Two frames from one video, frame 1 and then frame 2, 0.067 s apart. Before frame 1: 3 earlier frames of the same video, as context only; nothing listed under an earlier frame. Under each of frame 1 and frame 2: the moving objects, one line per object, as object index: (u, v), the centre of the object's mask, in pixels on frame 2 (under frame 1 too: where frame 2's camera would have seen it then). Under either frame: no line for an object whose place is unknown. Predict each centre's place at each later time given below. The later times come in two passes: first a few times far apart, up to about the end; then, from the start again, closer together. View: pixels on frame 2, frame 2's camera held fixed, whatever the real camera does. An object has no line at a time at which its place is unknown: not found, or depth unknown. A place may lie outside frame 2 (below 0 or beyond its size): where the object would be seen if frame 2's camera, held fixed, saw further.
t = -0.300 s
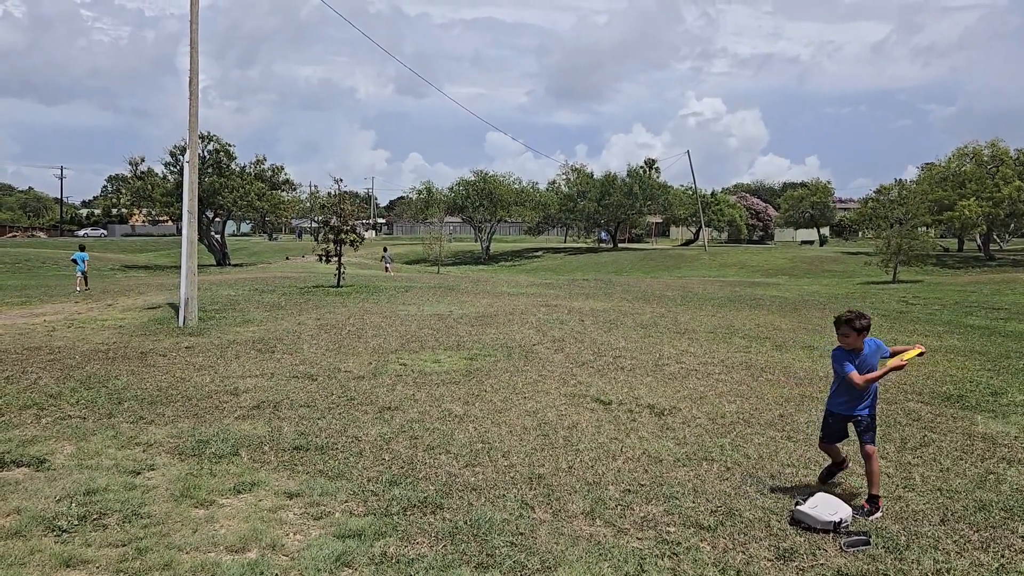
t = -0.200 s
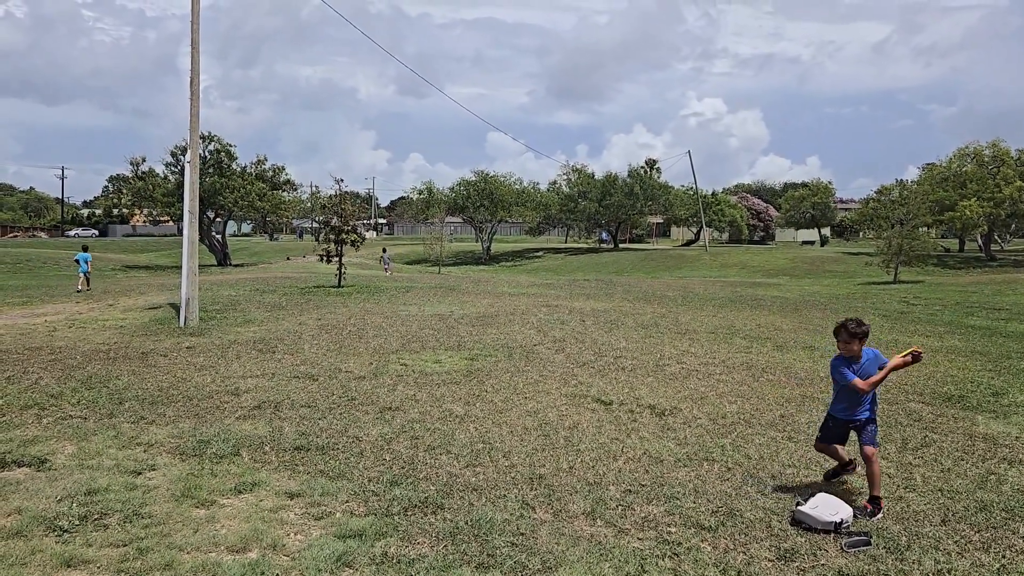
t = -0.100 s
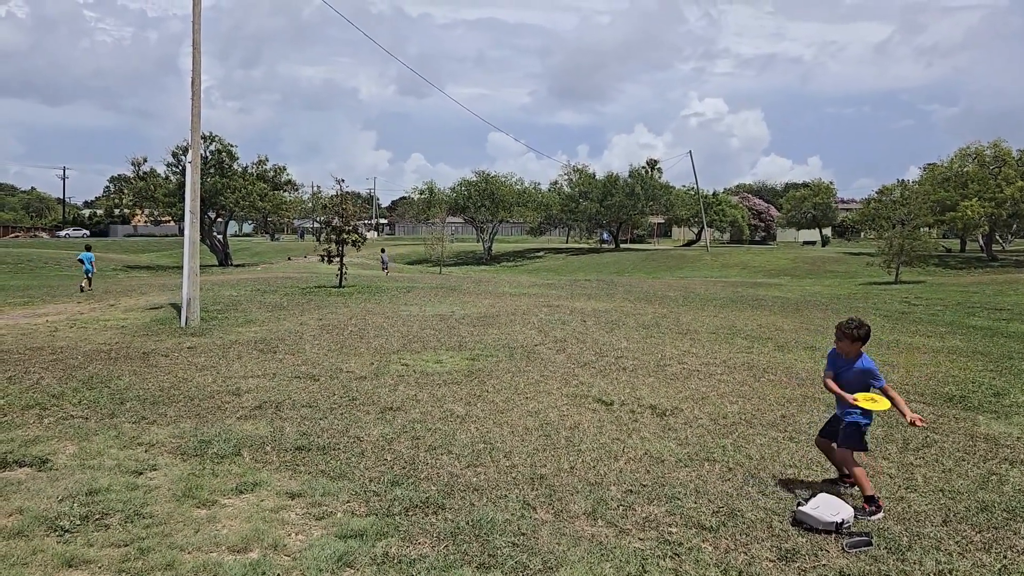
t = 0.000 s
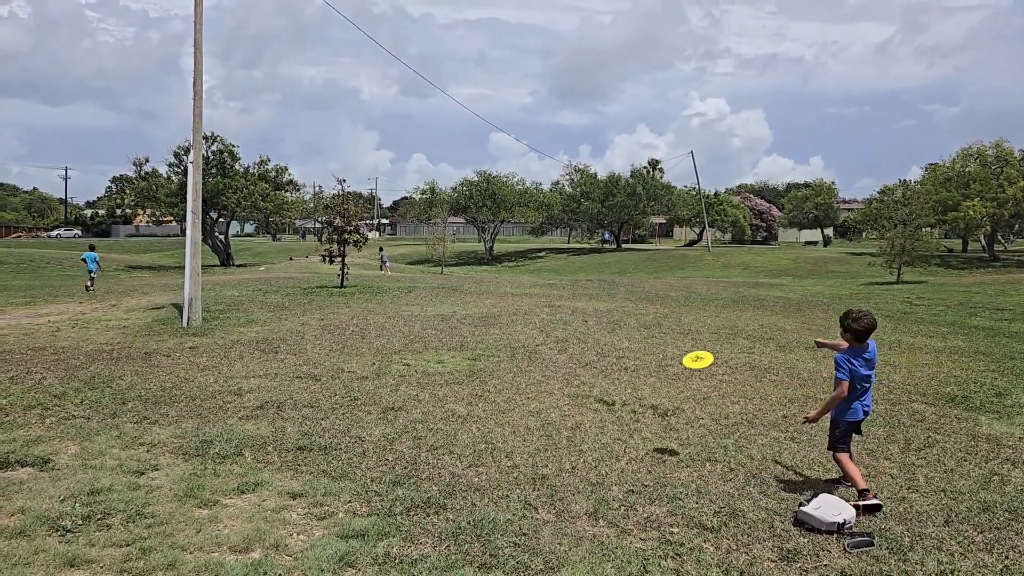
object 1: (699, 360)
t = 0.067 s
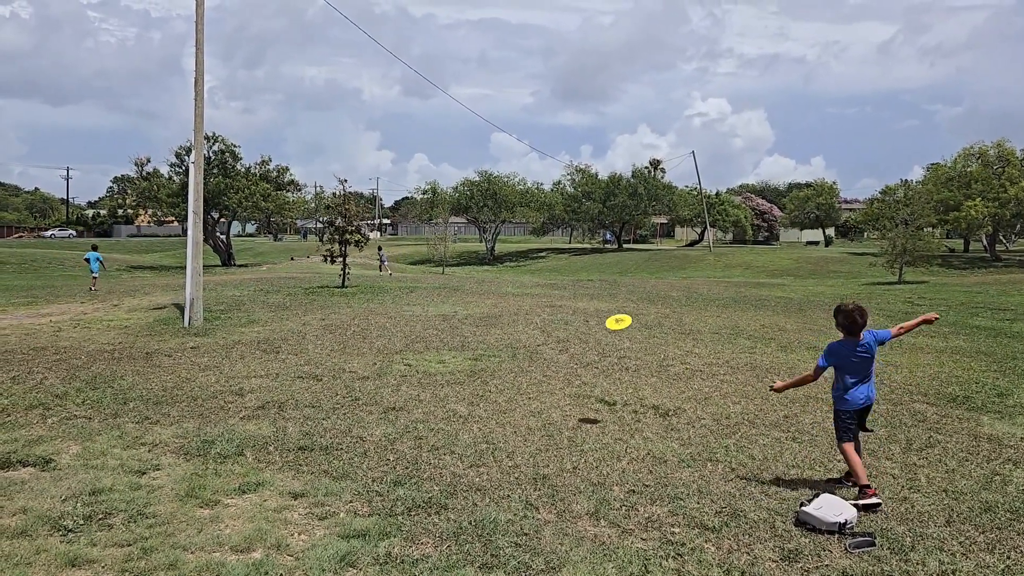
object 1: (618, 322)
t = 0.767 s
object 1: (297, 254)
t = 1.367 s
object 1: (180, 285)
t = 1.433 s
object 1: (167, 290)
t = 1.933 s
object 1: (124, 272)
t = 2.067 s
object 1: (116, 270)
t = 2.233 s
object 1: (107, 269)
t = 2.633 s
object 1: (81, 284)
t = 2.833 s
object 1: (70, 292)
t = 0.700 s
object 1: (314, 252)
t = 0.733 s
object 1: (305, 252)
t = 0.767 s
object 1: (297, 254)
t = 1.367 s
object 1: (180, 285)
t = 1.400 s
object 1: (174, 288)
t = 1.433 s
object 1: (167, 290)
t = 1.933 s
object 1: (124, 272)
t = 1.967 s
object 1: (122, 271)
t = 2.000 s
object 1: (120, 270)
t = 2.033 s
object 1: (118, 270)
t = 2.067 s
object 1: (116, 270)
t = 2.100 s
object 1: (114, 269)
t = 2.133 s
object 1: (112, 269)
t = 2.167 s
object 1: (110, 269)
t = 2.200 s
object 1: (108, 269)
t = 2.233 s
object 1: (107, 269)
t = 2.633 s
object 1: (81, 284)
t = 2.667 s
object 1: (78, 286)
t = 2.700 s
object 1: (76, 289)
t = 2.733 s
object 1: (74, 292)
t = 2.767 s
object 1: (72, 293)
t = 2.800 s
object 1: (70, 293)
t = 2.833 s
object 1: (70, 292)
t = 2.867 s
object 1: (71, 293)
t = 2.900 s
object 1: (71, 293)
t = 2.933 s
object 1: (71, 293)
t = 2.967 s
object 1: (70, 292)
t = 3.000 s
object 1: (70, 293)
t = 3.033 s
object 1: (70, 293)
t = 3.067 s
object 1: (69, 294)
